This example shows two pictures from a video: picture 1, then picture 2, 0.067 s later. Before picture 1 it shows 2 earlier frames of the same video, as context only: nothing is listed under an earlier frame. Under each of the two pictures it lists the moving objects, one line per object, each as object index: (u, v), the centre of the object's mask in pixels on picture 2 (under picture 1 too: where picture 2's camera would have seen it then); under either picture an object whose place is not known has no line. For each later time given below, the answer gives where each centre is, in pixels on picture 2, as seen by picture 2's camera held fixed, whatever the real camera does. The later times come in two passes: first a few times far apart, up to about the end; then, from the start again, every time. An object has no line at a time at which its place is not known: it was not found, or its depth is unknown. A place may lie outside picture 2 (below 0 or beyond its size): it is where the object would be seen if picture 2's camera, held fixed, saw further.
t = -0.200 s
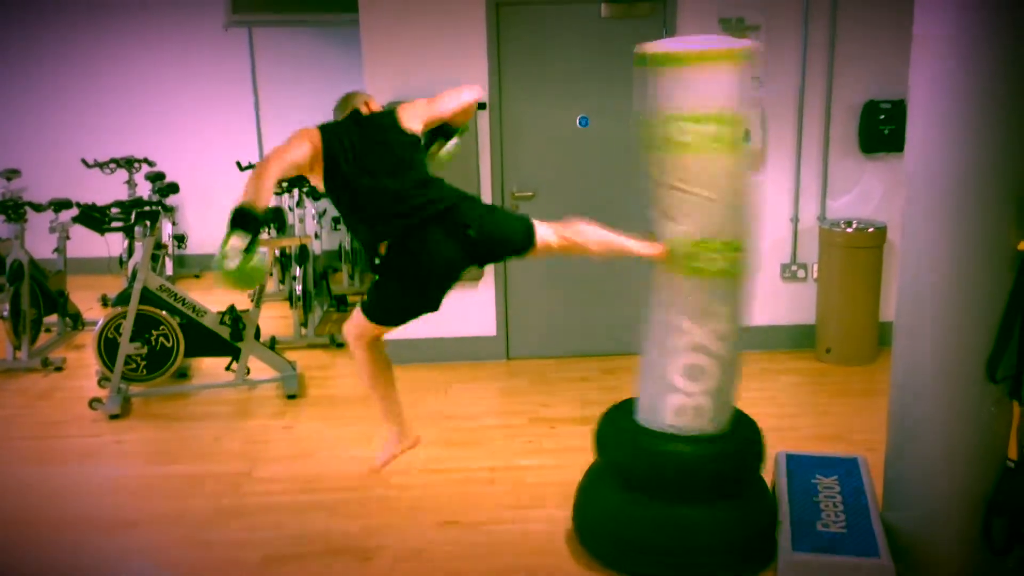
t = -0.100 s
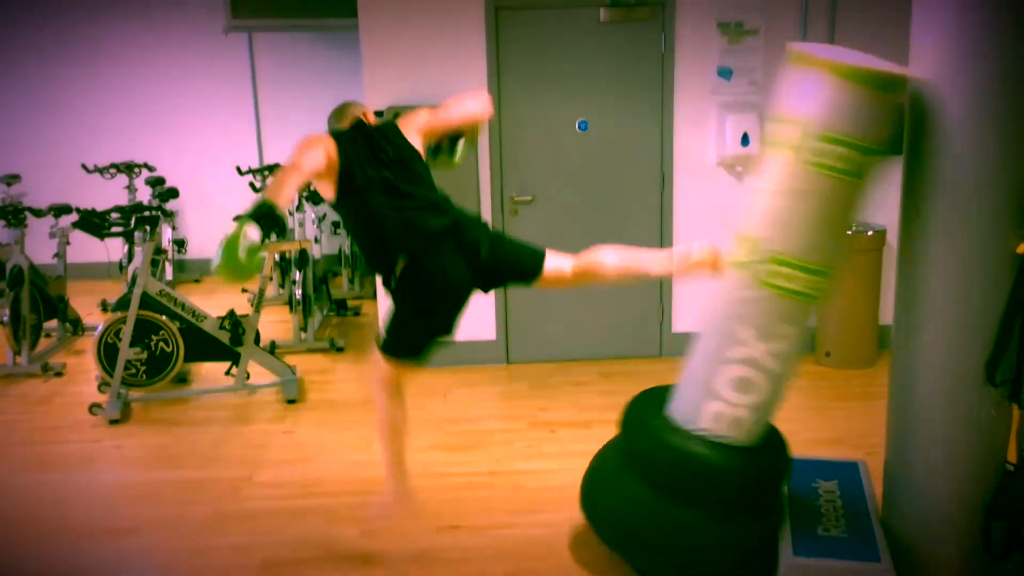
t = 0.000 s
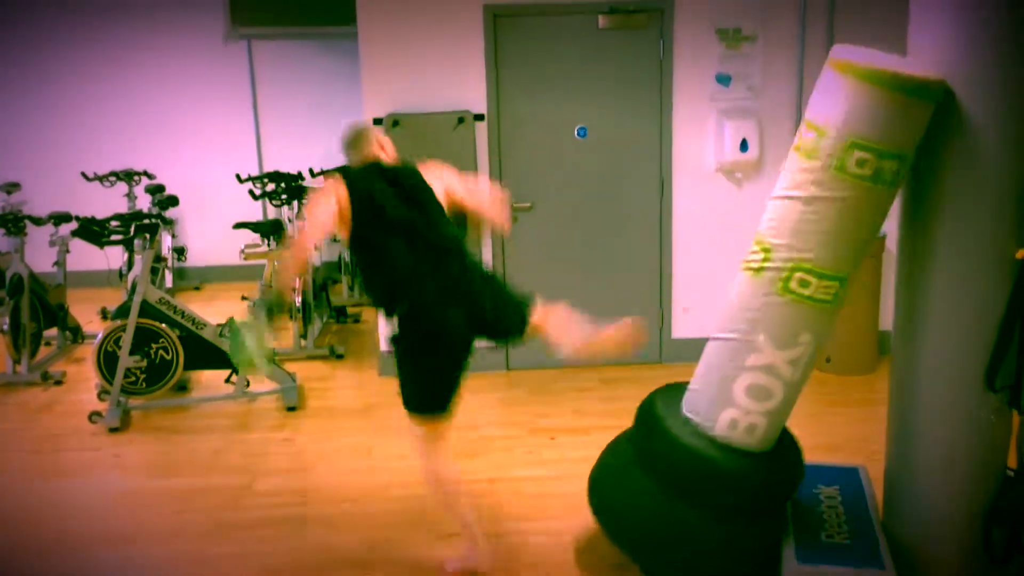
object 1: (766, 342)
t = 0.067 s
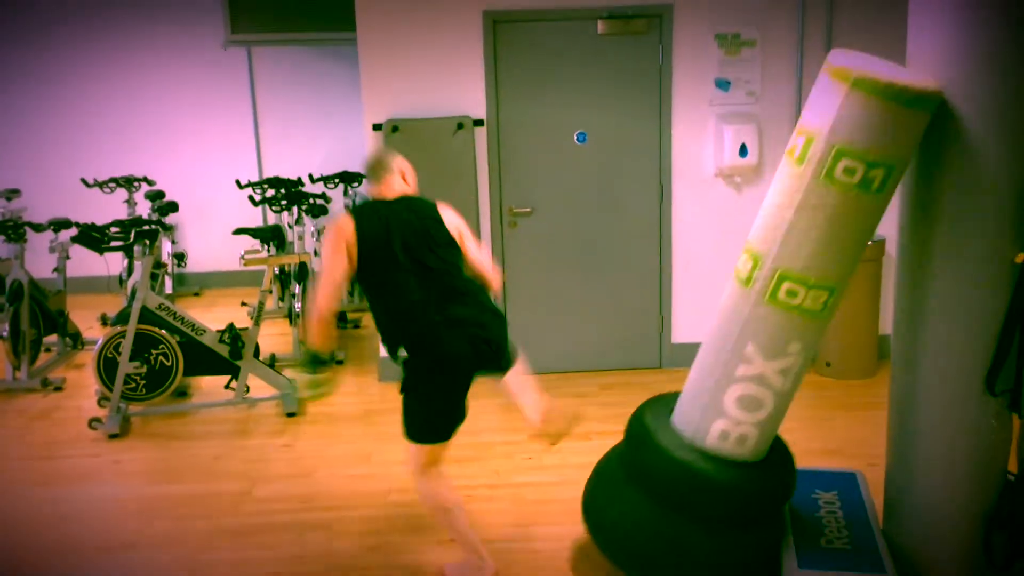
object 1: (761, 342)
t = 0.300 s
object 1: (696, 343)
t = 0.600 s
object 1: (634, 351)
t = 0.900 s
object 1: (651, 354)
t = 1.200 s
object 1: (692, 353)
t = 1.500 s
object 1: (674, 353)
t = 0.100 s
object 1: (757, 343)
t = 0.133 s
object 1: (751, 345)
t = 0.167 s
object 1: (742, 344)
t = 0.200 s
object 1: (731, 344)
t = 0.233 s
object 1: (719, 342)
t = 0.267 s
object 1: (707, 343)
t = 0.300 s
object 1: (696, 343)
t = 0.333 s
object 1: (684, 339)
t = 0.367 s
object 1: (672, 344)
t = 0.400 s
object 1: (662, 344)
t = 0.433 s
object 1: (653, 347)
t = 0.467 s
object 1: (646, 349)
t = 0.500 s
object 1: (642, 350)
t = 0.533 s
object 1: (638, 350)
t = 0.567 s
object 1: (635, 351)
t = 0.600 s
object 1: (634, 351)
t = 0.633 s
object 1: (633, 353)
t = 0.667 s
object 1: (633, 353)
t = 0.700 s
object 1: (634, 353)
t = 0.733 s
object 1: (635, 354)
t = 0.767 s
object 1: (637, 353)
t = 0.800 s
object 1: (640, 354)
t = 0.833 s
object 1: (643, 353)
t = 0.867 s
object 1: (647, 353)
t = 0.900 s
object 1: (651, 354)
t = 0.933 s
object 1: (656, 353)
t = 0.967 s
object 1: (661, 354)
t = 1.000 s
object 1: (666, 356)
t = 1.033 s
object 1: (672, 356)
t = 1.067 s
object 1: (678, 355)
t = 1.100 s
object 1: (684, 354)
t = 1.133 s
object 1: (688, 354)
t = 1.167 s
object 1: (690, 354)
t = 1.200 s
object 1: (692, 353)
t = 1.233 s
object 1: (693, 351)
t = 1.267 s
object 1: (694, 351)
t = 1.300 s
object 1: (693, 350)
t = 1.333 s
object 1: (692, 350)
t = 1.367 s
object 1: (690, 350)
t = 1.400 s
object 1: (687, 350)
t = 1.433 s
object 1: (683, 350)
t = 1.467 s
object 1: (679, 352)
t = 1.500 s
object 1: (674, 353)
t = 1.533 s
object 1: (670, 353)
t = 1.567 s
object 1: (667, 354)
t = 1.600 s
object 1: (663, 356)
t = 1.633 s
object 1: (661, 360)
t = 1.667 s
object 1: (660, 362)
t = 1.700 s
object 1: (659, 363)
